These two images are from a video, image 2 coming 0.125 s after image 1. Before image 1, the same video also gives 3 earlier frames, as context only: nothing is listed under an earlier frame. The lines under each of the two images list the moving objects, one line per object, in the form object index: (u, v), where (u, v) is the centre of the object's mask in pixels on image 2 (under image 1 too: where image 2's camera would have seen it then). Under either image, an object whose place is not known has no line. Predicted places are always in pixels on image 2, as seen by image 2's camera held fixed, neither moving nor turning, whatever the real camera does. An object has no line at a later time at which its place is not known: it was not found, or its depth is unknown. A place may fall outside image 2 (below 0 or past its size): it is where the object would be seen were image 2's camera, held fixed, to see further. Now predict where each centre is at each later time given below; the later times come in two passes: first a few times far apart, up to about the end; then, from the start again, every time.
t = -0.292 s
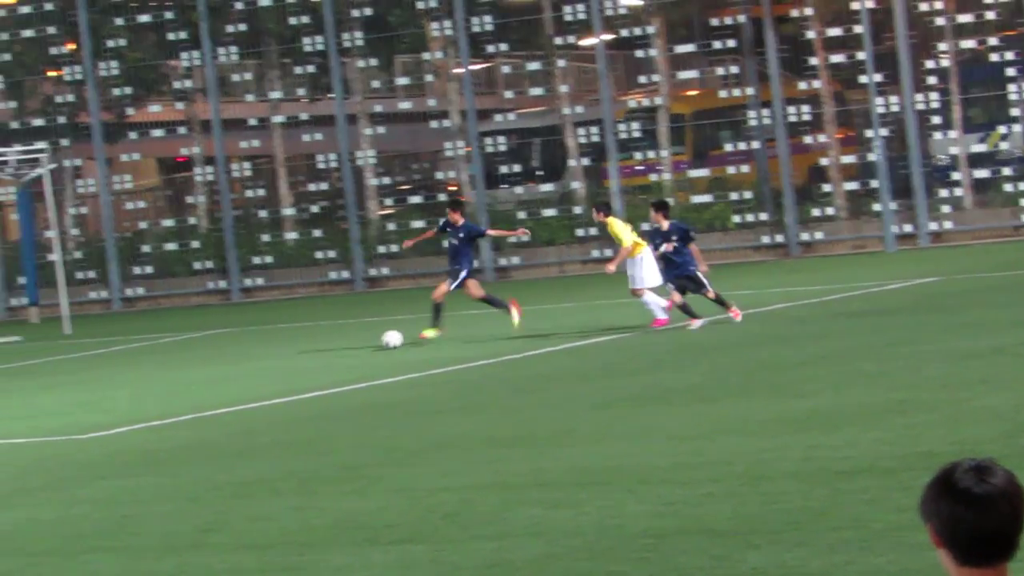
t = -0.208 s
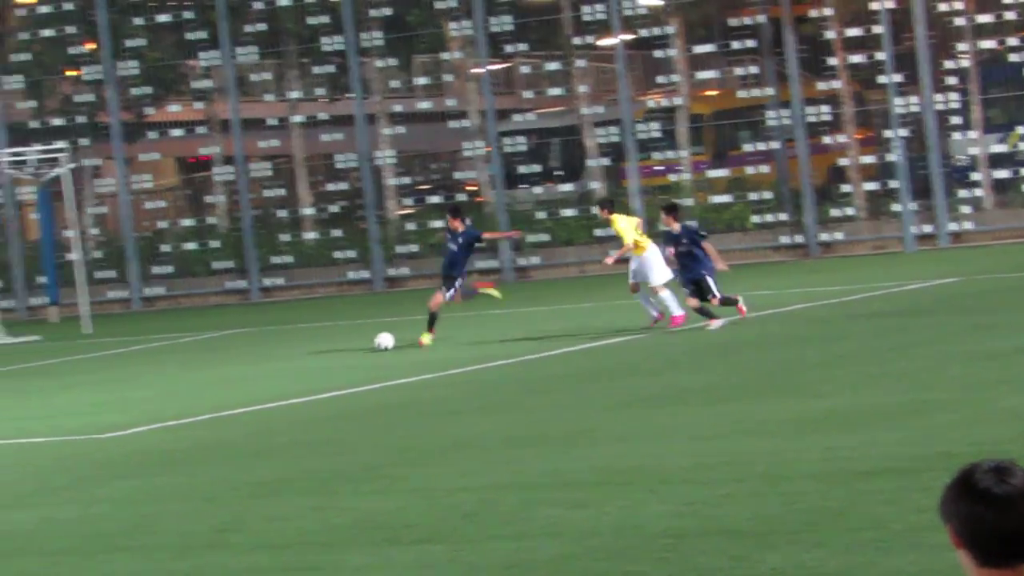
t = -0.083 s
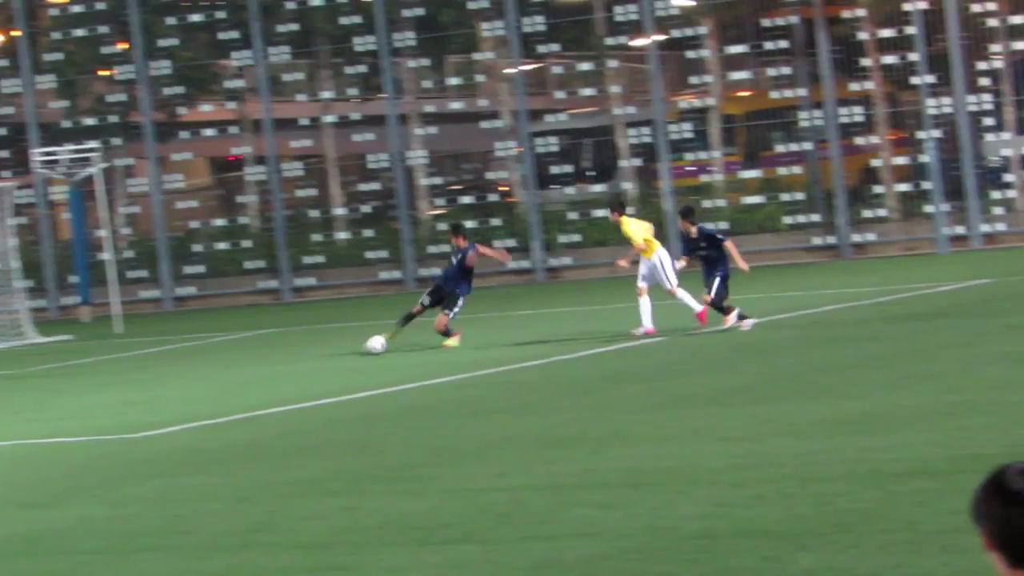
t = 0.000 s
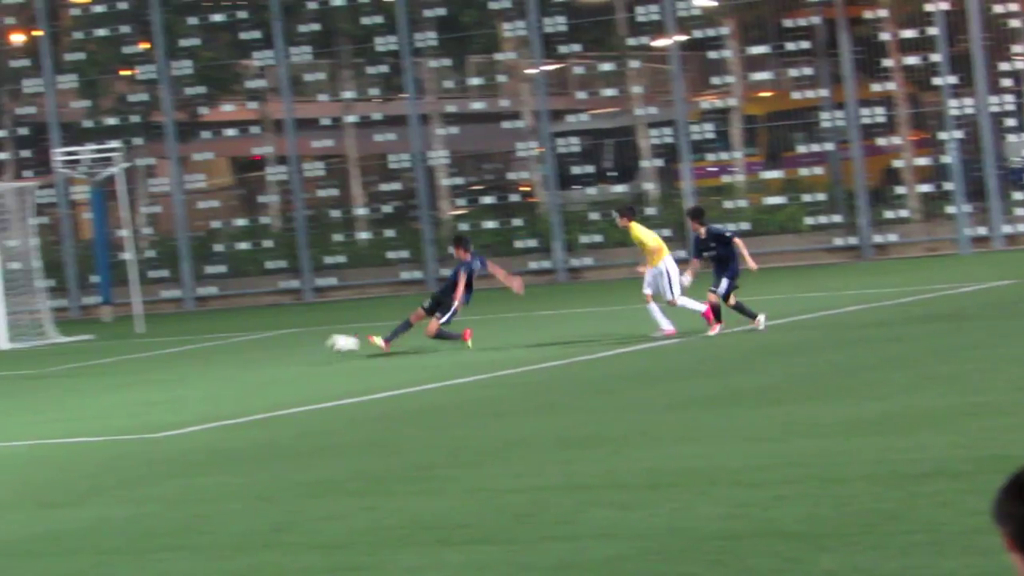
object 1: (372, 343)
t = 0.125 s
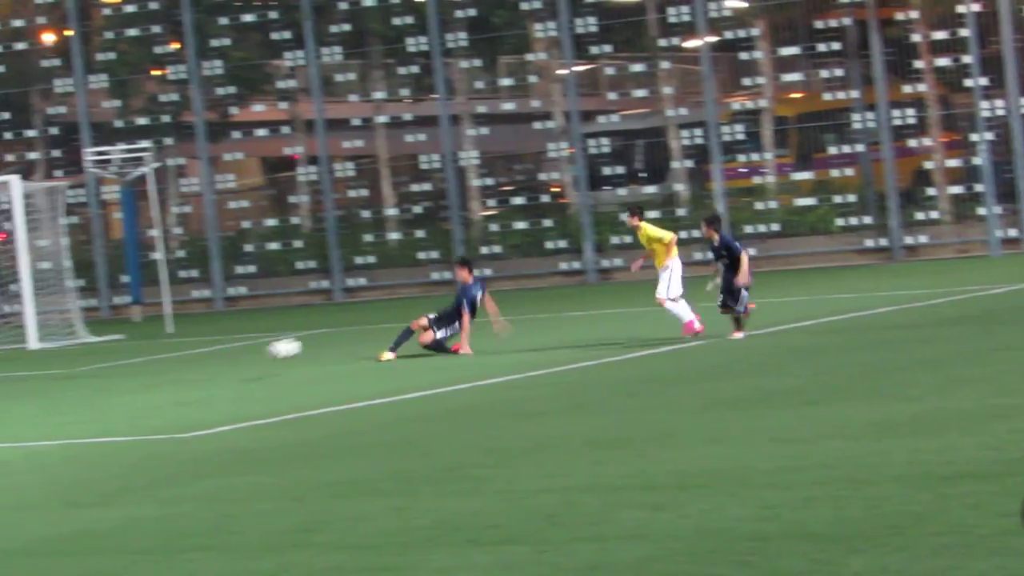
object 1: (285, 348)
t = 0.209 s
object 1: (225, 362)
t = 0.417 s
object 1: (84, 391)
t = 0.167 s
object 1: (255, 354)
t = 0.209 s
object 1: (225, 362)
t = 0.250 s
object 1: (196, 371)
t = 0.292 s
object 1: (166, 384)
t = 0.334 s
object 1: (138, 390)
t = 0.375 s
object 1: (111, 390)
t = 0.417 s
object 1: (84, 391)
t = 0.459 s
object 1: (58, 395)
